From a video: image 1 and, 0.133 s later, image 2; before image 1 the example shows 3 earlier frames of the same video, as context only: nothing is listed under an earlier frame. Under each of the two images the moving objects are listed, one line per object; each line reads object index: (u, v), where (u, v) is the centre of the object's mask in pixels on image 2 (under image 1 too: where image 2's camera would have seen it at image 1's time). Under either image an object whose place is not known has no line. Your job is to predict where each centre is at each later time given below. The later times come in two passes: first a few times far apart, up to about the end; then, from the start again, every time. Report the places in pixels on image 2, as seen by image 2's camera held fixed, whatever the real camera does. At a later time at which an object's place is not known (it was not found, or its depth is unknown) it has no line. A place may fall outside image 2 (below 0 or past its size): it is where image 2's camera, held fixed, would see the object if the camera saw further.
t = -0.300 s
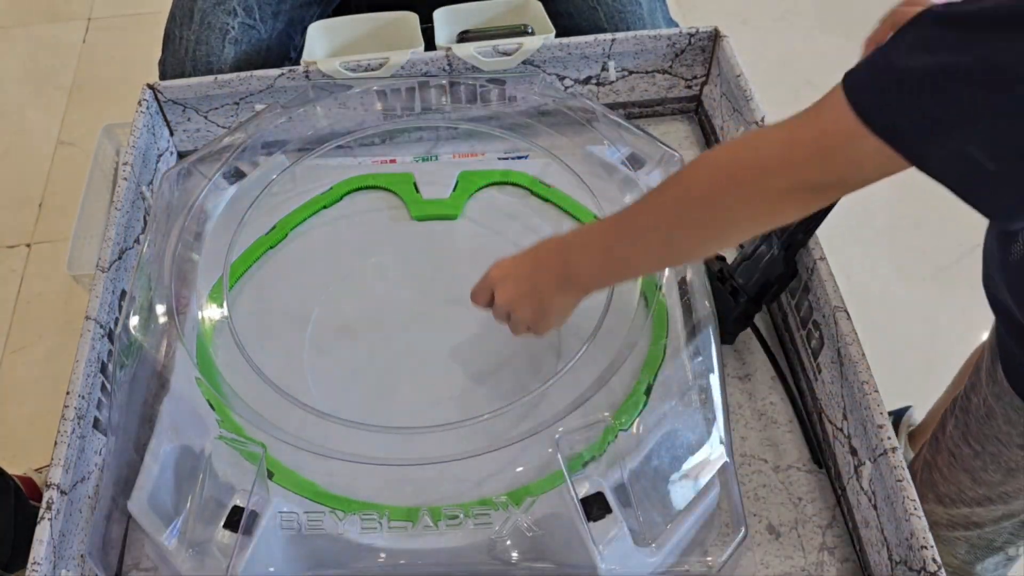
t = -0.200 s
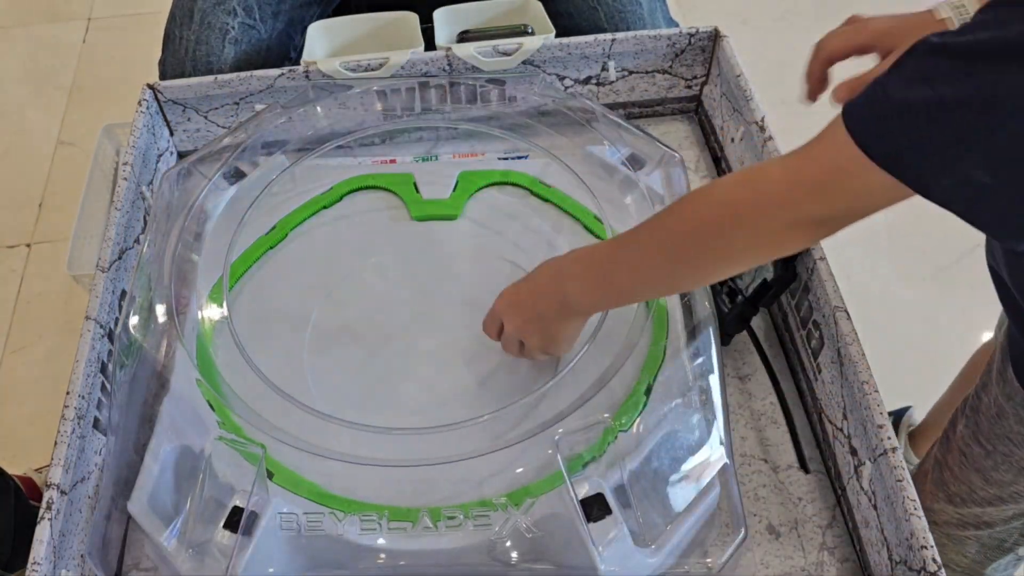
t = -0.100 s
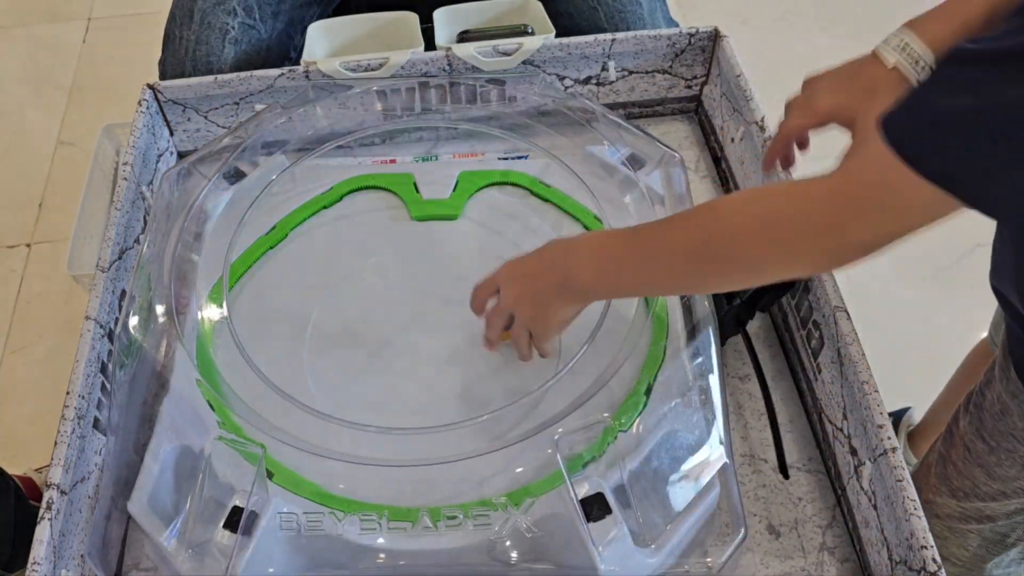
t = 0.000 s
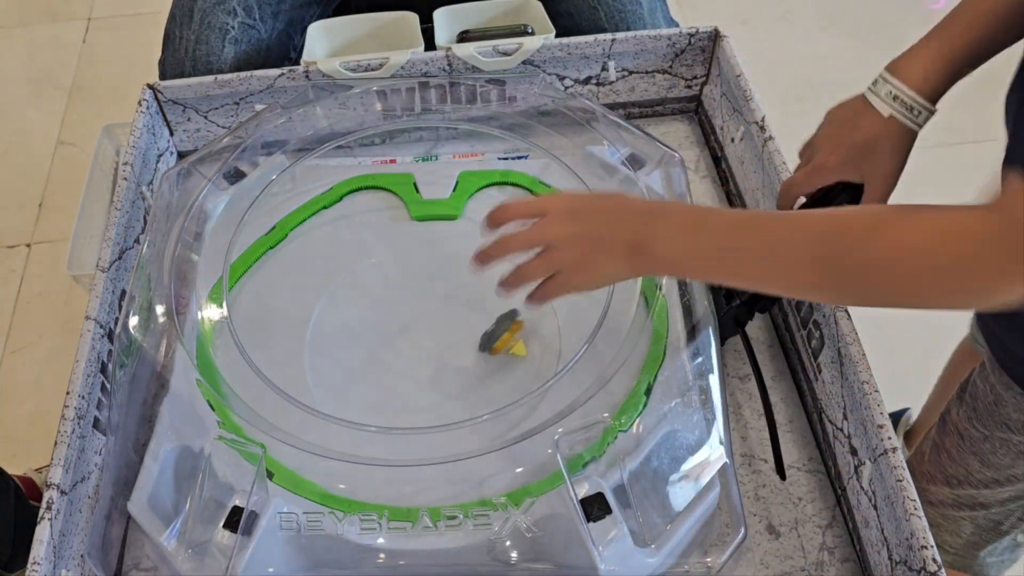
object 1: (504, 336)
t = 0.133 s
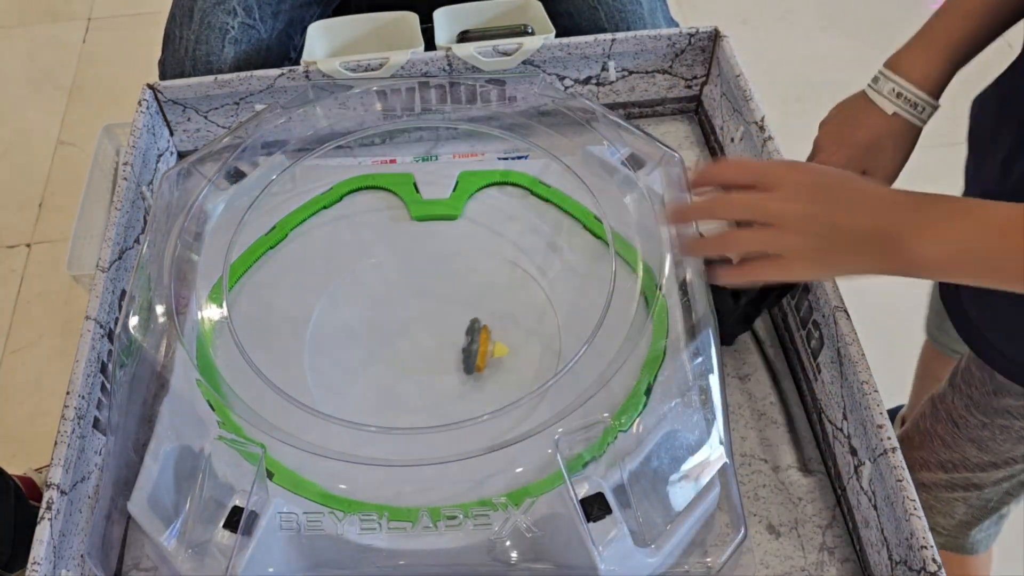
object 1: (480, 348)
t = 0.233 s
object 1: (463, 355)
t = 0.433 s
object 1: (455, 356)
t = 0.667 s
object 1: (453, 350)
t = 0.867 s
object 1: (452, 350)
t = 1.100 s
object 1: (452, 350)
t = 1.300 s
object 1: (452, 350)
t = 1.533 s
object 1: (452, 350)
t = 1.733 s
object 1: (452, 350)
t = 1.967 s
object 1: (452, 351)
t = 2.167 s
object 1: (452, 350)
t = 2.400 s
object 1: (452, 350)
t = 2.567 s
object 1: (452, 350)
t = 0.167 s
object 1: (474, 351)
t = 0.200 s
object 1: (468, 354)
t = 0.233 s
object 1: (463, 355)
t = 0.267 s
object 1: (460, 357)
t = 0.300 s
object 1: (457, 359)
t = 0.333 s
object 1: (456, 359)
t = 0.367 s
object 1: (455, 358)
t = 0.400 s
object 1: (455, 357)
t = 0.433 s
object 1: (455, 356)
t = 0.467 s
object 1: (454, 354)
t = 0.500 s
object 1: (454, 352)
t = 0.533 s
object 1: (454, 350)
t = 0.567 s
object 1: (454, 350)
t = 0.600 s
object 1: (454, 350)
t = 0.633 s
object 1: (453, 349)
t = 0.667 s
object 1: (453, 350)
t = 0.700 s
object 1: (453, 350)
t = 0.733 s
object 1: (452, 350)
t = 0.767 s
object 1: (452, 350)
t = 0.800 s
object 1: (452, 350)
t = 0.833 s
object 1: (452, 350)
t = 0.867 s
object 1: (452, 350)
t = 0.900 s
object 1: (452, 350)
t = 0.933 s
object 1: (452, 350)
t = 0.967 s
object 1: (452, 350)
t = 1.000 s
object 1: (452, 350)
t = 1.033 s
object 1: (452, 350)
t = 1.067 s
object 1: (452, 350)
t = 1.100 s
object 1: (452, 350)
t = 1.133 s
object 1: (452, 350)
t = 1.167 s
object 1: (452, 350)
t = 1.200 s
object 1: (452, 350)
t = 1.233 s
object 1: (452, 350)
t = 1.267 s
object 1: (452, 350)
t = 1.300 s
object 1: (452, 350)
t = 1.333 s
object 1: (452, 350)
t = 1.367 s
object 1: (452, 350)
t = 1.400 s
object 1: (452, 350)
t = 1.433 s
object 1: (452, 350)
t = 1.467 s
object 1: (452, 350)
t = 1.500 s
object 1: (452, 350)
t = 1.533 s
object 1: (452, 350)
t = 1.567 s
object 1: (452, 350)
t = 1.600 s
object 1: (452, 350)
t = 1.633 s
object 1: (452, 350)
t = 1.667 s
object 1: (452, 350)
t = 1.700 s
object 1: (452, 350)
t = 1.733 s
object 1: (452, 350)
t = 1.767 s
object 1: (452, 350)
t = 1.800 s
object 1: (452, 350)
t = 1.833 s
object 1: (452, 350)
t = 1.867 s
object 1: (452, 350)
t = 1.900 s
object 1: (452, 350)
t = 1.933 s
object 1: (452, 350)
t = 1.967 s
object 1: (452, 351)
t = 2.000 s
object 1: (452, 351)
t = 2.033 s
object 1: (452, 351)
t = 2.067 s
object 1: (452, 351)
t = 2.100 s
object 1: (452, 351)
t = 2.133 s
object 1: (452, 350)
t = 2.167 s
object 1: (452, 350)
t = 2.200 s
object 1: (452, 350)
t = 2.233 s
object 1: (452, 350)
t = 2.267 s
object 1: (452, 350)
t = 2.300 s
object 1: (452, 350)
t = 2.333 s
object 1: (452, 350)
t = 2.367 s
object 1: (452, 350)
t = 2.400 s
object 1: (452, 350)
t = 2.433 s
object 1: (452, 350)
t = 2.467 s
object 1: (452, 350)
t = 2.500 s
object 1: (452, 350)
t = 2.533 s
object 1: (452, 350)
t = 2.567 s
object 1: (452, 350)
